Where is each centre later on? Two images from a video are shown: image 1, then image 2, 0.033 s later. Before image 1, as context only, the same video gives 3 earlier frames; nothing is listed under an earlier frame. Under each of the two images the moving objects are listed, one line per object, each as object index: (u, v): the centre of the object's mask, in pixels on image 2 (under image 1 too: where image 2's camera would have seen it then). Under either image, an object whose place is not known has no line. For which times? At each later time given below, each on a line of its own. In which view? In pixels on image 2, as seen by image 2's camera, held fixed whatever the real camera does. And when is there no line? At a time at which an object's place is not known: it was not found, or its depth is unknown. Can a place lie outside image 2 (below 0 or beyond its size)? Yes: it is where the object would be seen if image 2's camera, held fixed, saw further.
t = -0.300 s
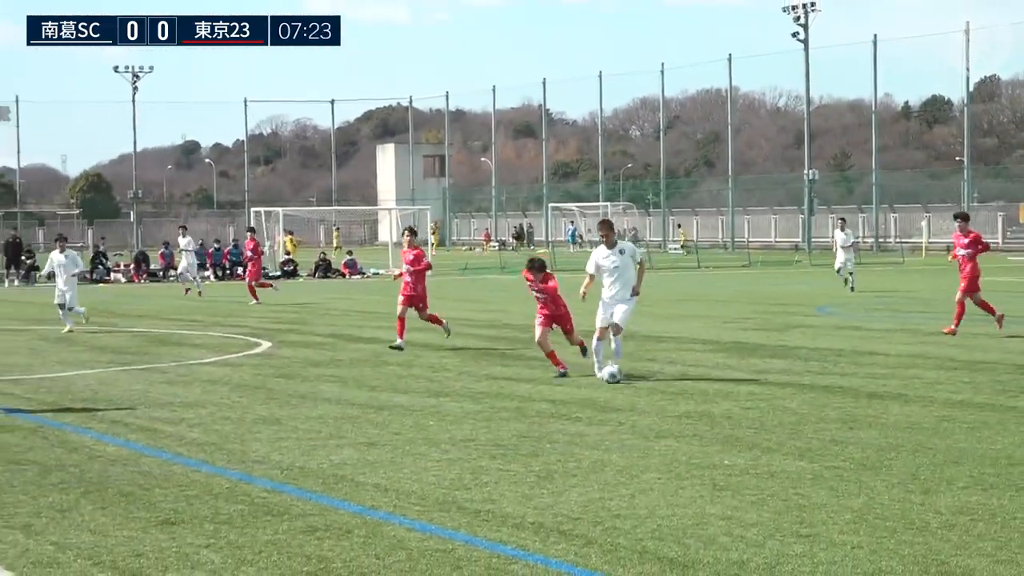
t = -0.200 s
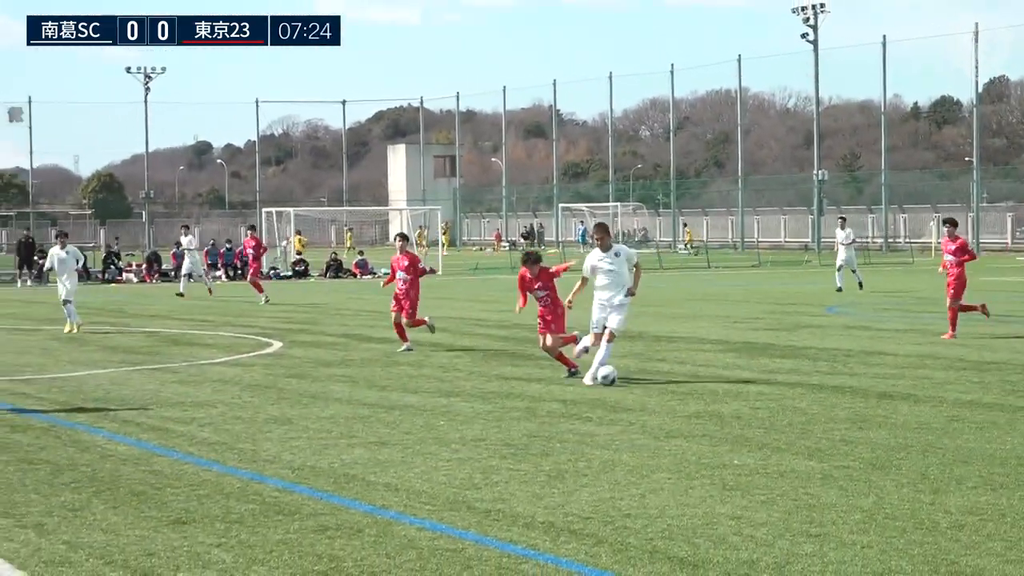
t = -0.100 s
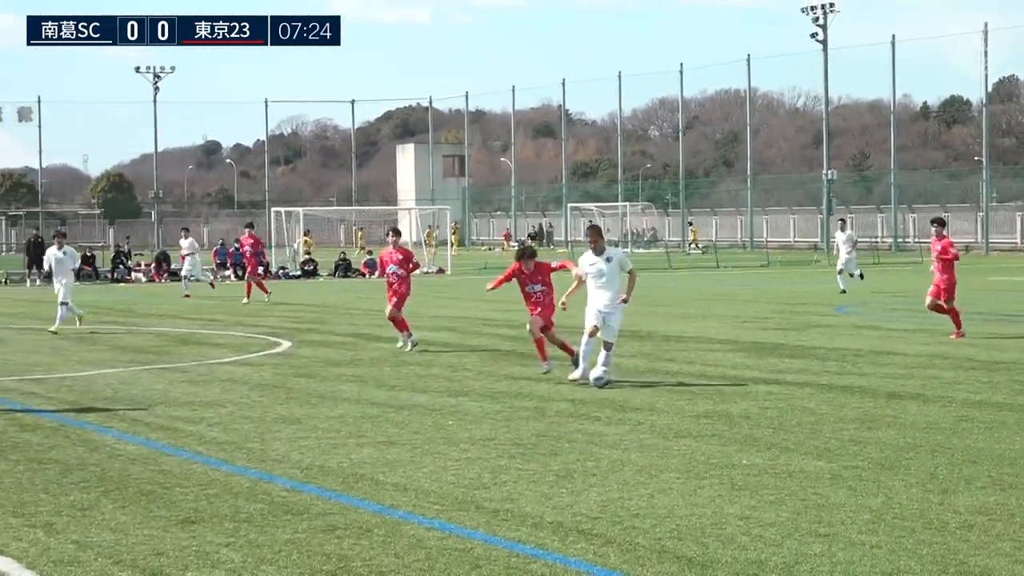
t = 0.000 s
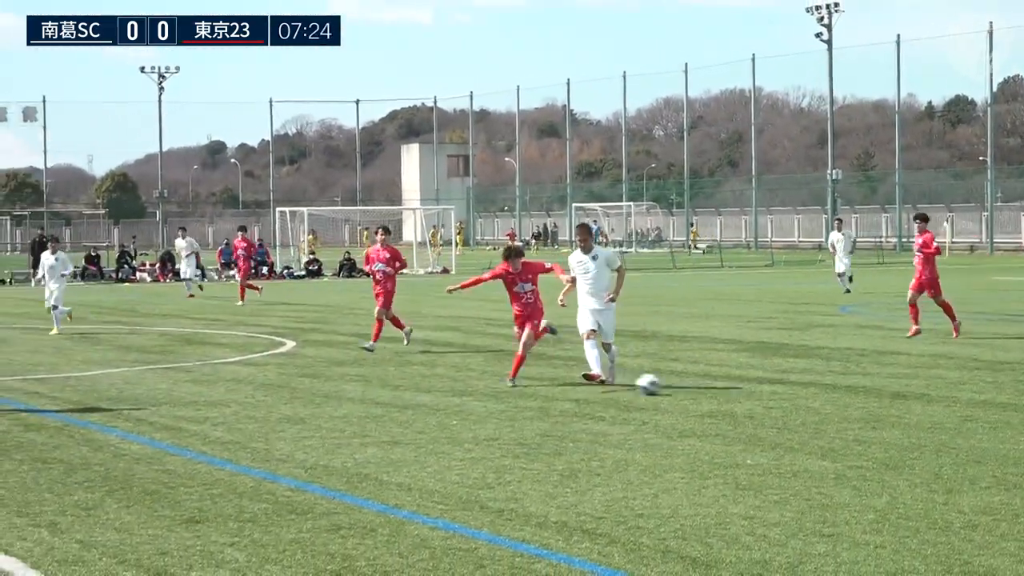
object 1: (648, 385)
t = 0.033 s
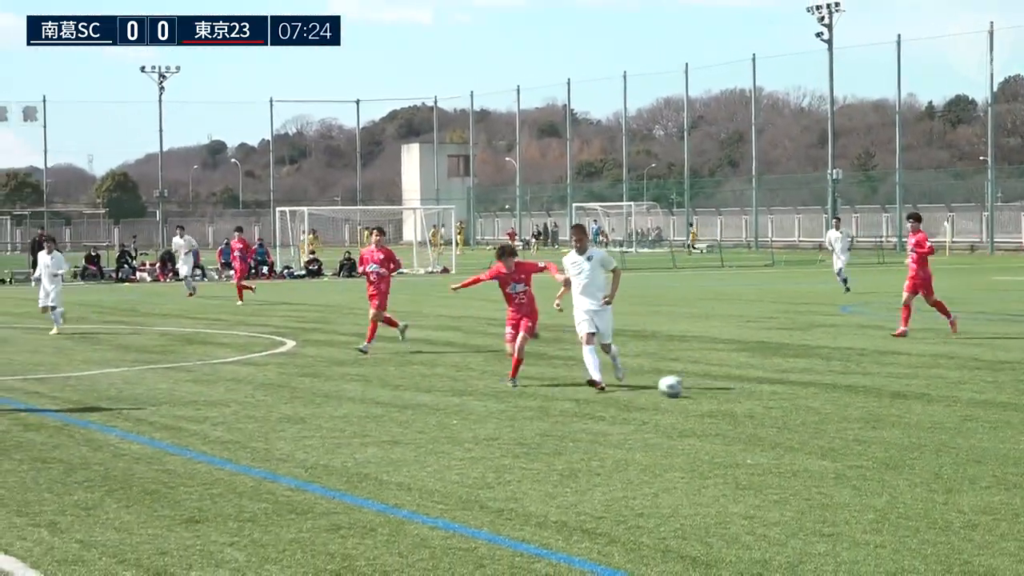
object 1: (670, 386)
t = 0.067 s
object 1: (694, 389)
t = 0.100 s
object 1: (719, 392)
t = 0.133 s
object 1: (741, 392)
